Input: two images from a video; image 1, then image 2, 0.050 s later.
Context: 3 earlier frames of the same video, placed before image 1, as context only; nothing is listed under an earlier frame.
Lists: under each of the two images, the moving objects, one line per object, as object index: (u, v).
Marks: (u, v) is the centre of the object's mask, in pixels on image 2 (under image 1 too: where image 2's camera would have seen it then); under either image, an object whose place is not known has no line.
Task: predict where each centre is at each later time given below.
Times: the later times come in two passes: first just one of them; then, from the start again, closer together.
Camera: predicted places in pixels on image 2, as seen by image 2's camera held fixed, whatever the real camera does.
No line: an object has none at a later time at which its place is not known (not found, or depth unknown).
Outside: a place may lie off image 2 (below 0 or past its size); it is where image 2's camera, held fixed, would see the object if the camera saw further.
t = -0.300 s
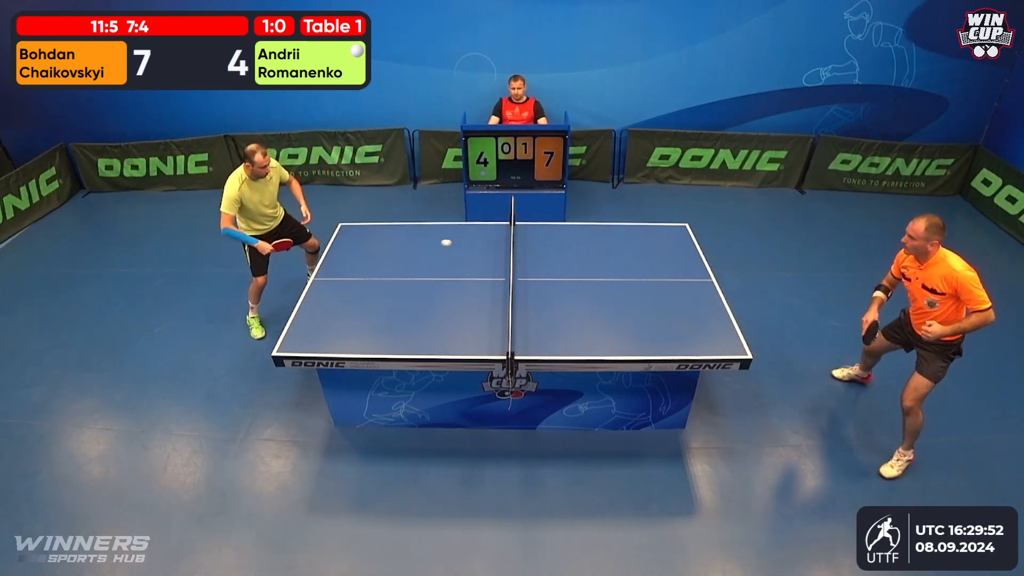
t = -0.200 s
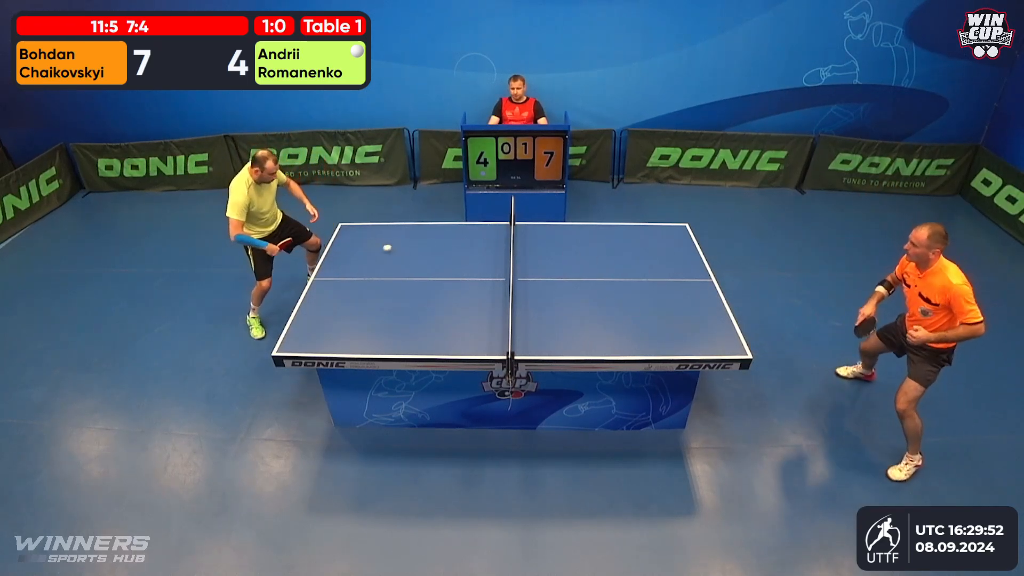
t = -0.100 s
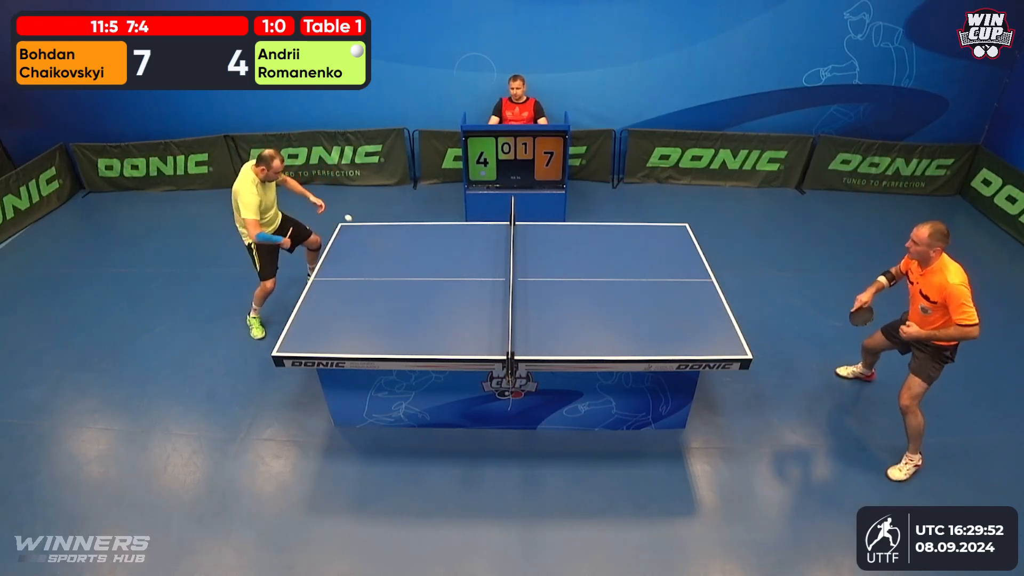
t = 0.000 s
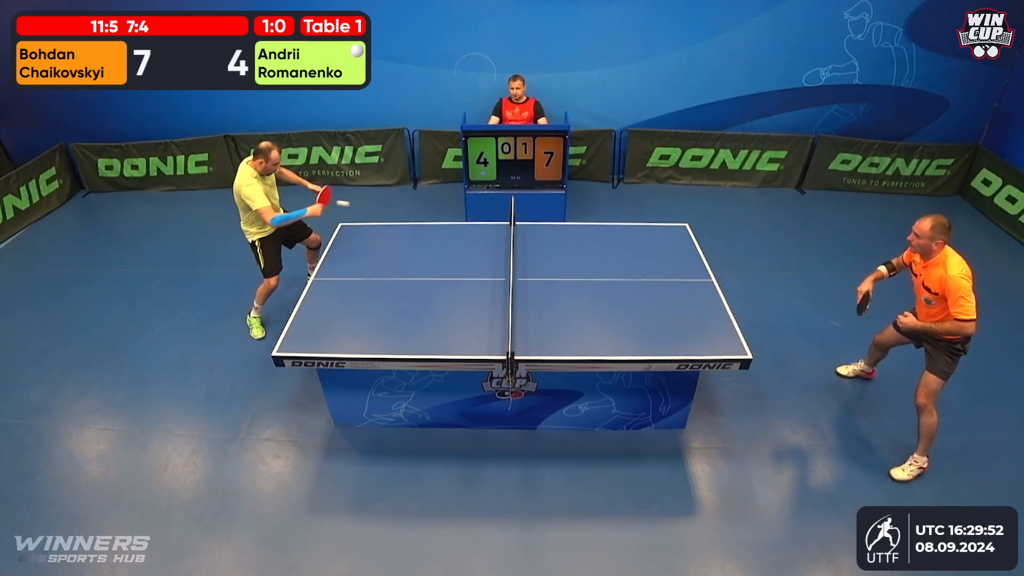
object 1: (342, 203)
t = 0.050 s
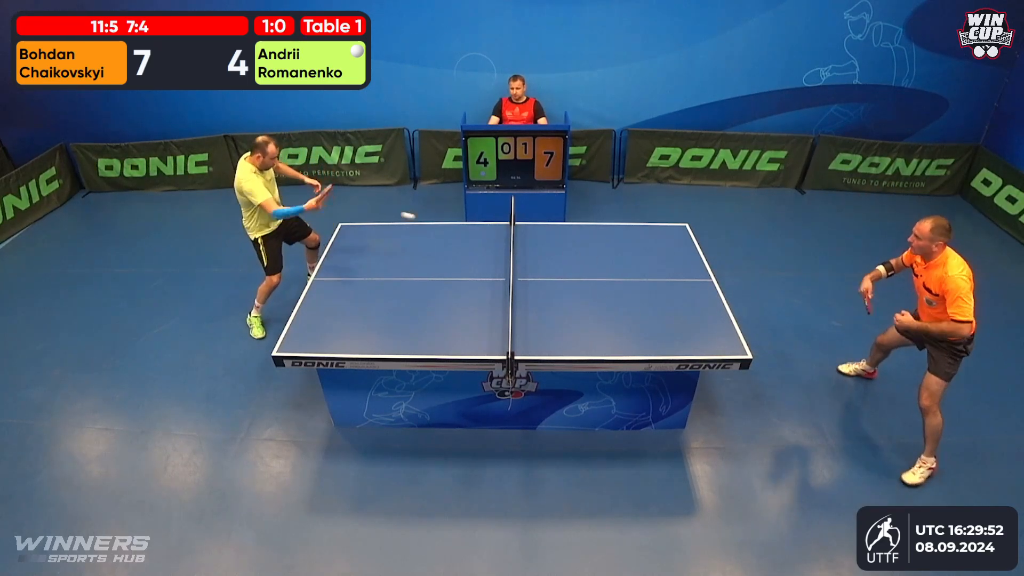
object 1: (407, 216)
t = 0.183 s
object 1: (536, 242)
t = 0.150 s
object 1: (521, 244)
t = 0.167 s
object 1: (529, 243)
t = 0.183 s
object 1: (536, 242)
